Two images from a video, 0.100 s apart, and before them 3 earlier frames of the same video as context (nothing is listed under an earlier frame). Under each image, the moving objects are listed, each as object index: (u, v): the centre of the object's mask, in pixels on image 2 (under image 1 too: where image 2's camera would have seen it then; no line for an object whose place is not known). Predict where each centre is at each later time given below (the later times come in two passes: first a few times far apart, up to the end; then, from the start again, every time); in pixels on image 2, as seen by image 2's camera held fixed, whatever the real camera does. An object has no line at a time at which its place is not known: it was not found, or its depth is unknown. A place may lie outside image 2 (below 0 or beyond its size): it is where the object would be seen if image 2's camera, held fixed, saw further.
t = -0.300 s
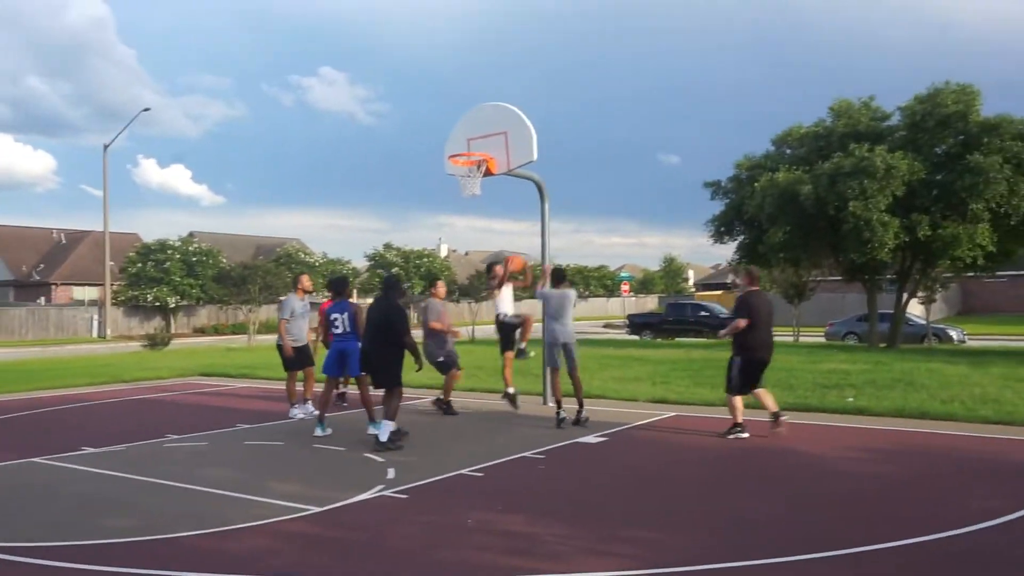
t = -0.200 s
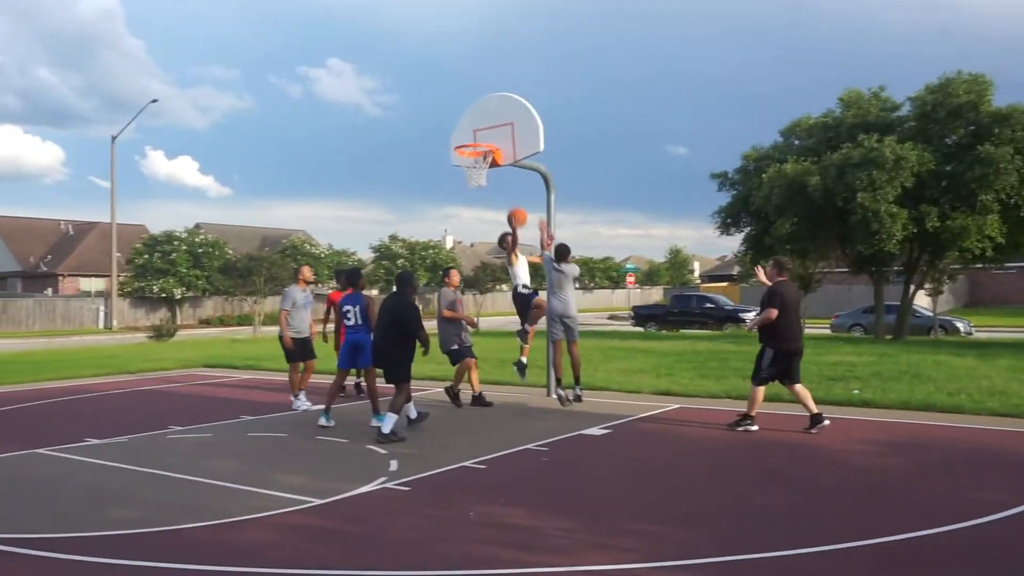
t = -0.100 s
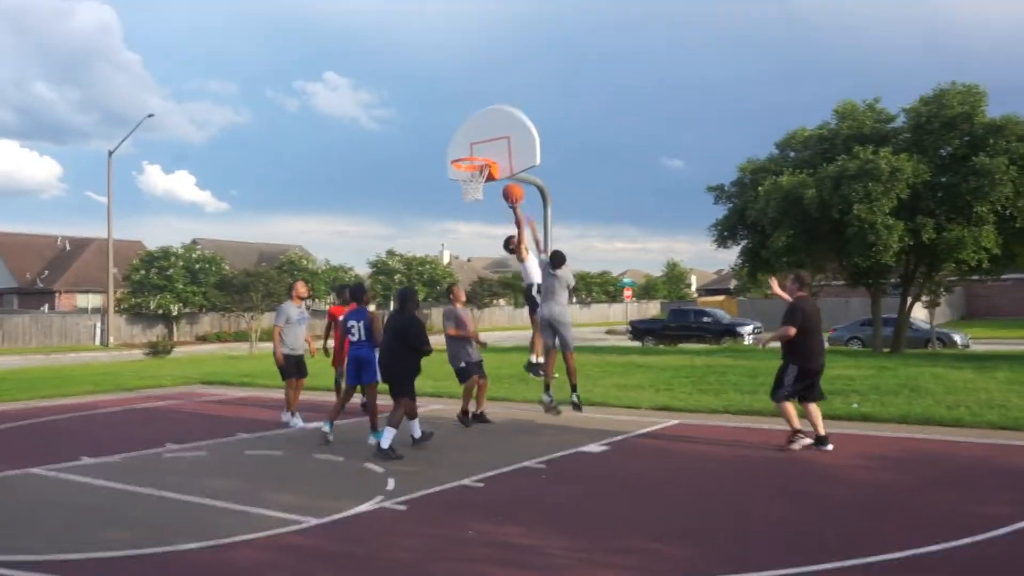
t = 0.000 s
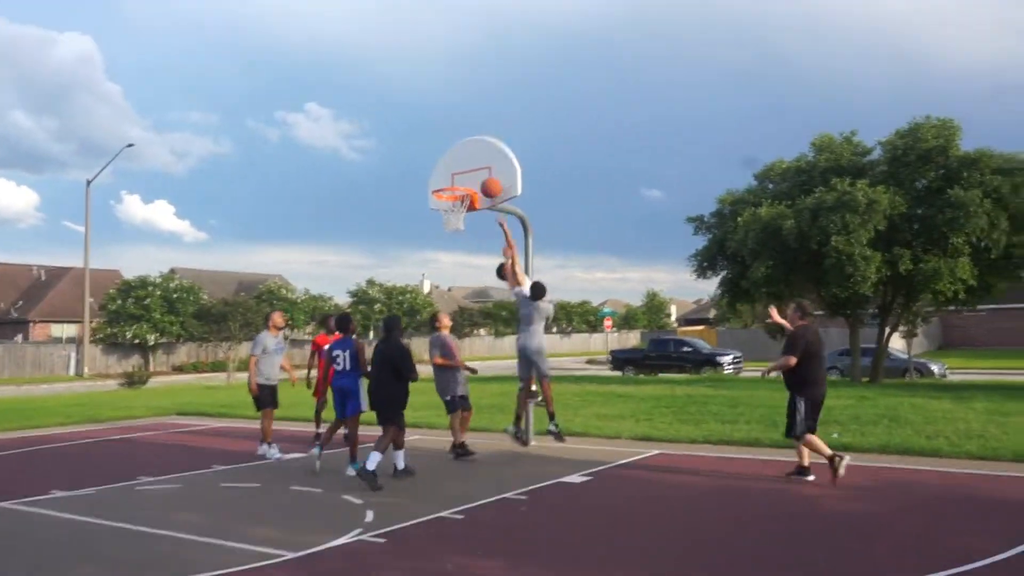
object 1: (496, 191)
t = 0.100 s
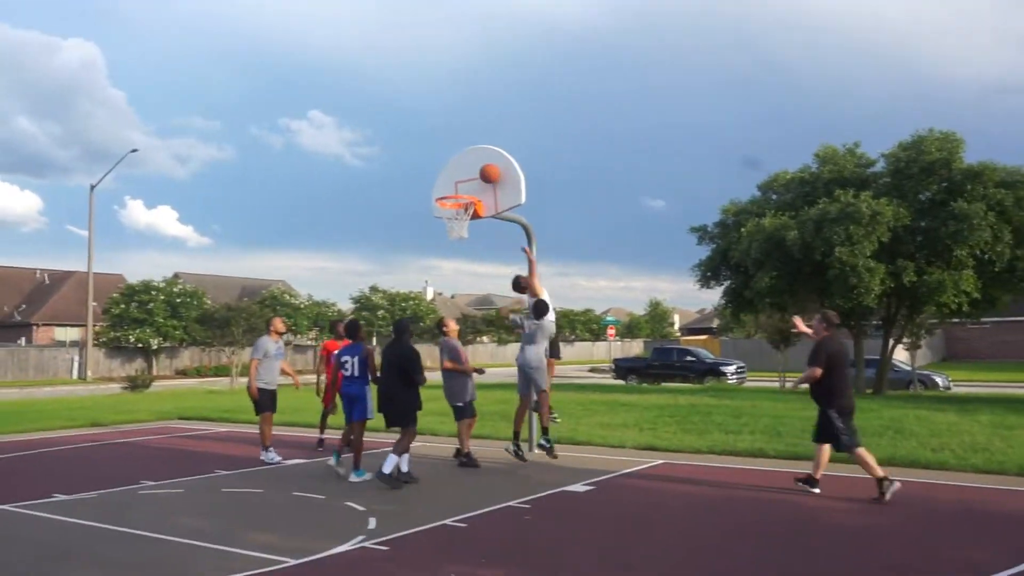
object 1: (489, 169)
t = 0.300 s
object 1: (474, 161)
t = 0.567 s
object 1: (452, 199)
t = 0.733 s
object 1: (458, 243)
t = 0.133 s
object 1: (488, 166)
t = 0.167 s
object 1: (487, 163)
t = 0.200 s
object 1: (485, 160)
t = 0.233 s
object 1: (481, 159)
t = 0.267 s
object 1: (478, 159)
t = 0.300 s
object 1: (474, 161)
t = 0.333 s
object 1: (471, 164)
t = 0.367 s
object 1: (468, 168)
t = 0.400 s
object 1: (461, 170)
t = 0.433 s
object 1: (459, 175)
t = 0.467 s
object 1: (460, 180)
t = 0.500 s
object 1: (458, 185)
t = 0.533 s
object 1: (454, 193)
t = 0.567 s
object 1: (452, 199)
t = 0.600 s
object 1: (454, 208)
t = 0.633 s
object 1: (455, 213)
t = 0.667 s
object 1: (453, 222)
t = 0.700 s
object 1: (456, 238)
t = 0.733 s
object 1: (458, 243)
